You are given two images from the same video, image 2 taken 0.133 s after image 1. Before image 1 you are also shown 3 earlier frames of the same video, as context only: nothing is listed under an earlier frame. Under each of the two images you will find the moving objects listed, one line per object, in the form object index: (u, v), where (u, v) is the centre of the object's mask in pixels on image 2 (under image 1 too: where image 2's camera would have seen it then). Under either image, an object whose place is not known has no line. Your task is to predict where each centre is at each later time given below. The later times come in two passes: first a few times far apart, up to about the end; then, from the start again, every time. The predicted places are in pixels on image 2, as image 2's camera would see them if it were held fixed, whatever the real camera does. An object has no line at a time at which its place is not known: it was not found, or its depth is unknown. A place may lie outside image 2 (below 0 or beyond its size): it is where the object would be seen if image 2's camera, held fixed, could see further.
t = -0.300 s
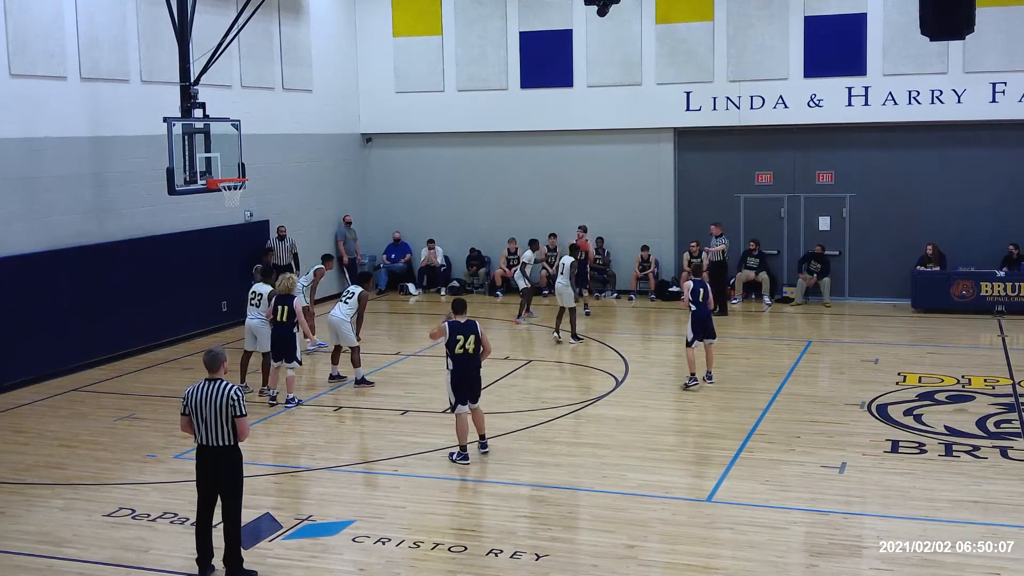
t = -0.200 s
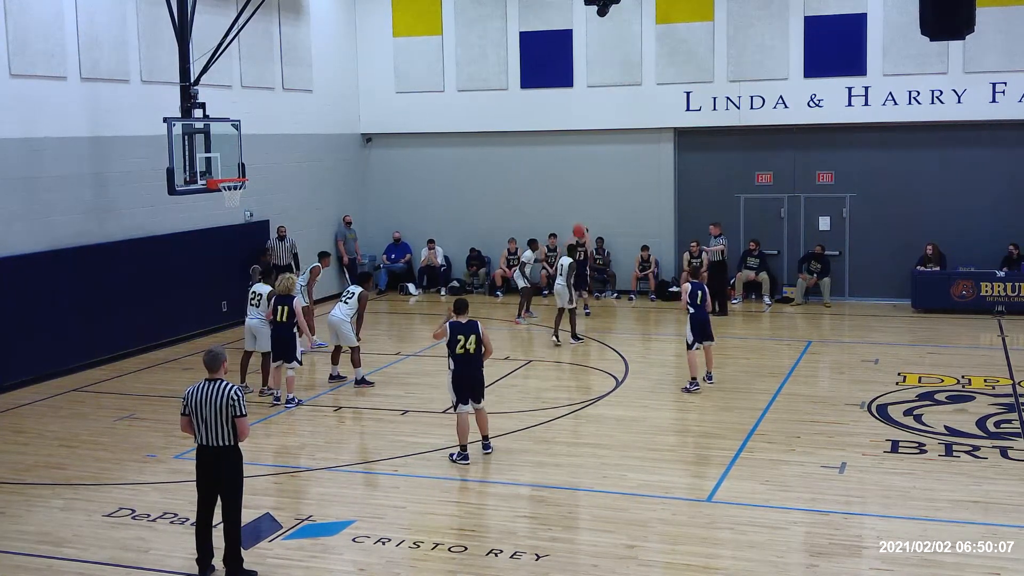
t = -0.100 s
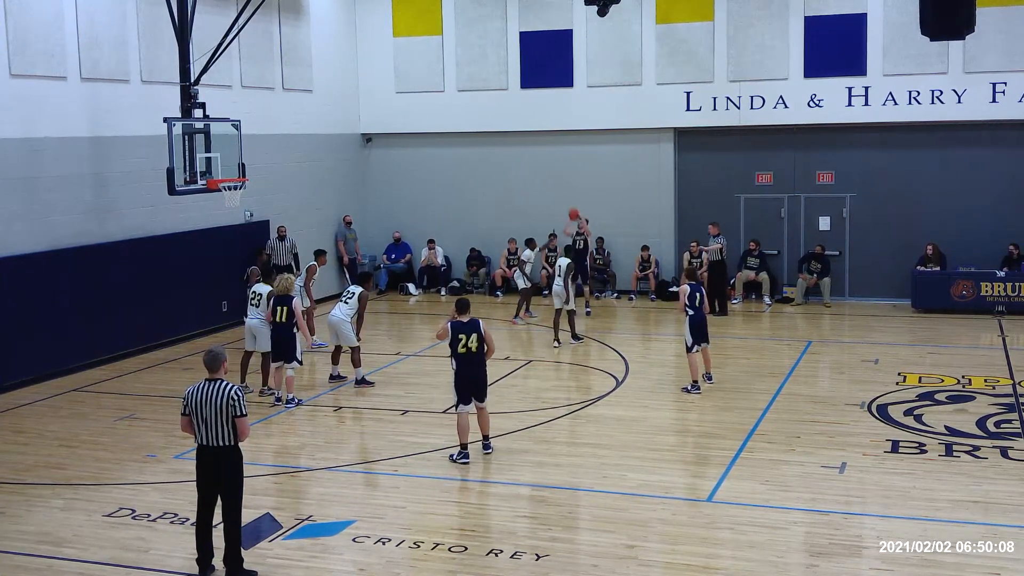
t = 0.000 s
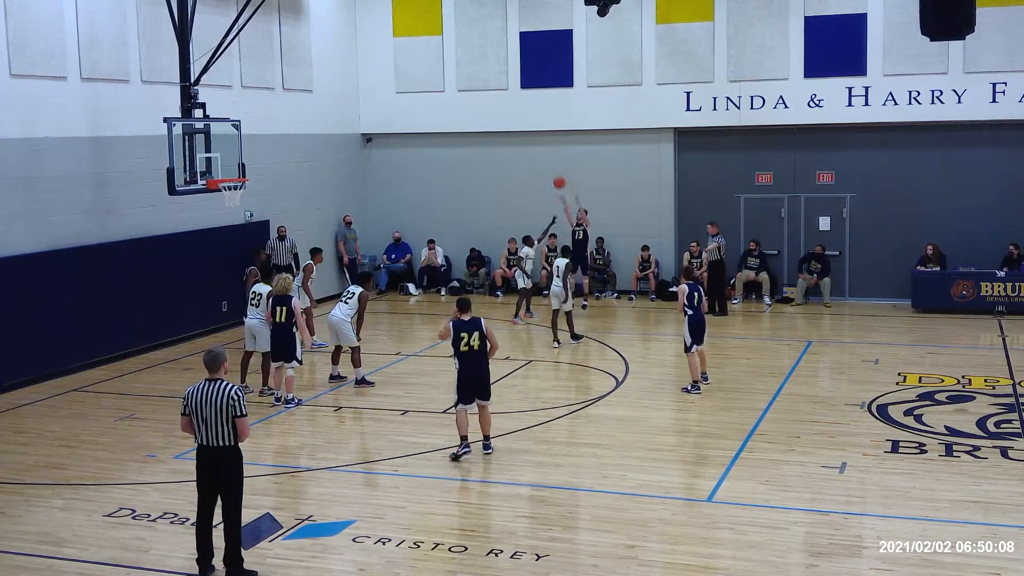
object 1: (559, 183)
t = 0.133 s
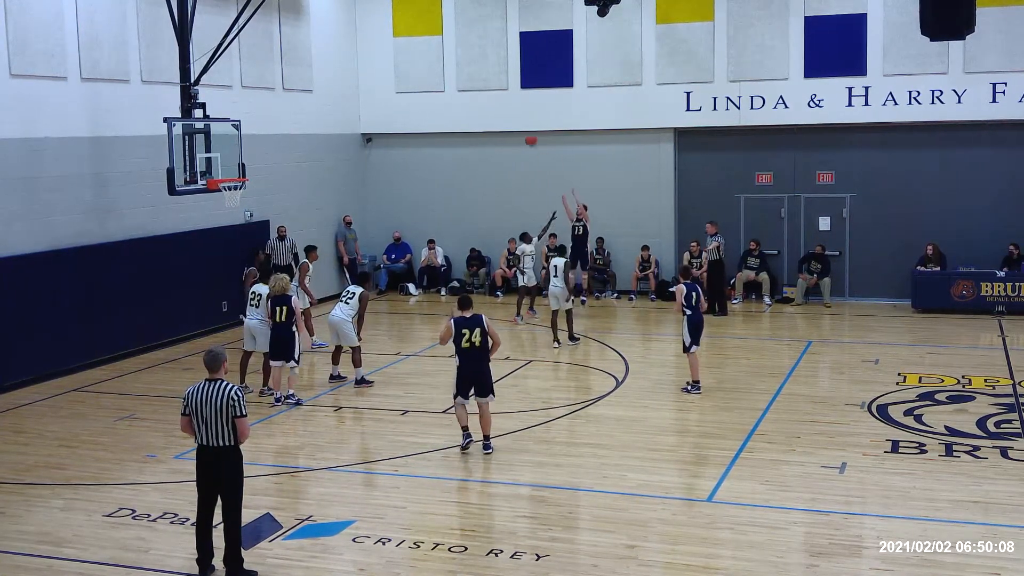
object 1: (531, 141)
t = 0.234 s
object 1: (509, 113)
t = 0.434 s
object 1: (463, 72)
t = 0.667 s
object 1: (407, 51)
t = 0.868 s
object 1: (358, 57)
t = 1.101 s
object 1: (298, 94)
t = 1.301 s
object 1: (247, 155)
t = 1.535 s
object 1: (271, 185)
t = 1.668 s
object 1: (309, 201)
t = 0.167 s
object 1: (523, 130)
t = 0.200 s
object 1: (516, 121)
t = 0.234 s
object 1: (509, 113)
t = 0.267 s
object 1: (501, 105)
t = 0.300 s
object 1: (493, 97)
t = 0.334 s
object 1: (486, 90)
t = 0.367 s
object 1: (478, 83)
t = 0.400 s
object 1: (471, 78)
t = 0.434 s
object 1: (463, 72)
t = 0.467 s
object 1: (455, 67)
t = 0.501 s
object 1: (447, 63)
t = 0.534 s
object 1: (439, 59)
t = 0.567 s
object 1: (431, 56)
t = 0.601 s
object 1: (423, 54)
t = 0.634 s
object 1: (415, 52)
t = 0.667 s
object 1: (407, 51)
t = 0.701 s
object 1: (399, 50)
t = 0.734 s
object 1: (391, 50)
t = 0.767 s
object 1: (383, 51)
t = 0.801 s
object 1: (374, 52)
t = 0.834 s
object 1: (366, 54)
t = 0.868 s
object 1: (358, 57)
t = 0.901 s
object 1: (349, 60)
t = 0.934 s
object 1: (341, 64)
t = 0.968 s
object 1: (332, 68)
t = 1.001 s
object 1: (324, 74)
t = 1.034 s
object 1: (315, 80)
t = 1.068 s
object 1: (306, 87)
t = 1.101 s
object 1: (298, 94)
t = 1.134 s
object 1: (289, 103)
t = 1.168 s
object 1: (281, 112)
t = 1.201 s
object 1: (272, 121)
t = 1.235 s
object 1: (264, 132)
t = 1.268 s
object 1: (255, 144)
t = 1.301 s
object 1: (247, 155)
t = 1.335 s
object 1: (238, 168)
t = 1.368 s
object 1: (231, 175)
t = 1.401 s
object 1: (231, 176)
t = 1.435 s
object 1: (241, 176)
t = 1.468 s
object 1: (253, 181)
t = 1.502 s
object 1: (262, 183)
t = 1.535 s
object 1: (271, 185)
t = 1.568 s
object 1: (280, 188)
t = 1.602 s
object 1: (290, 191)
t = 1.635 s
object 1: (300, 196)
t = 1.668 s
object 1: (309, 201)
